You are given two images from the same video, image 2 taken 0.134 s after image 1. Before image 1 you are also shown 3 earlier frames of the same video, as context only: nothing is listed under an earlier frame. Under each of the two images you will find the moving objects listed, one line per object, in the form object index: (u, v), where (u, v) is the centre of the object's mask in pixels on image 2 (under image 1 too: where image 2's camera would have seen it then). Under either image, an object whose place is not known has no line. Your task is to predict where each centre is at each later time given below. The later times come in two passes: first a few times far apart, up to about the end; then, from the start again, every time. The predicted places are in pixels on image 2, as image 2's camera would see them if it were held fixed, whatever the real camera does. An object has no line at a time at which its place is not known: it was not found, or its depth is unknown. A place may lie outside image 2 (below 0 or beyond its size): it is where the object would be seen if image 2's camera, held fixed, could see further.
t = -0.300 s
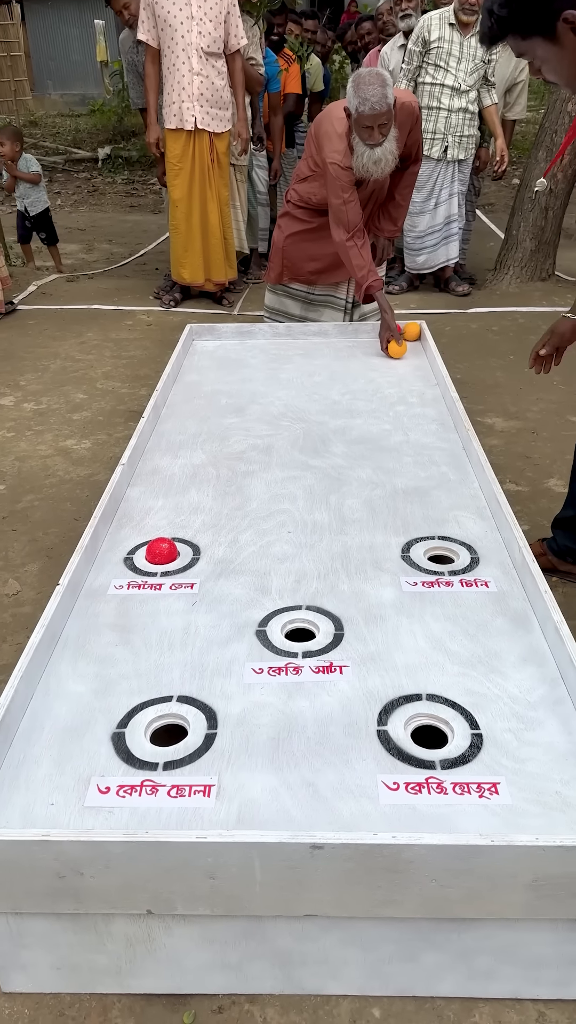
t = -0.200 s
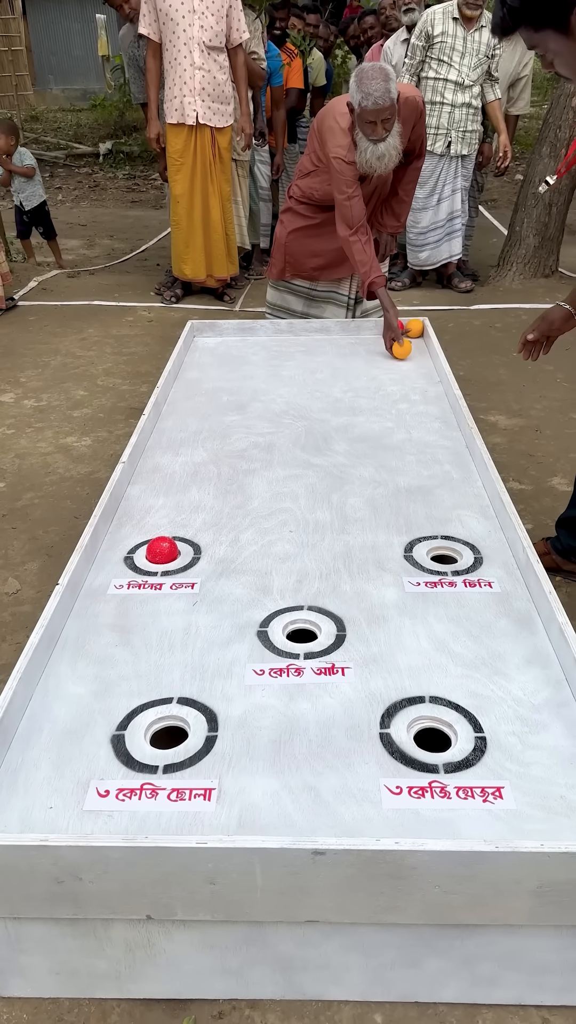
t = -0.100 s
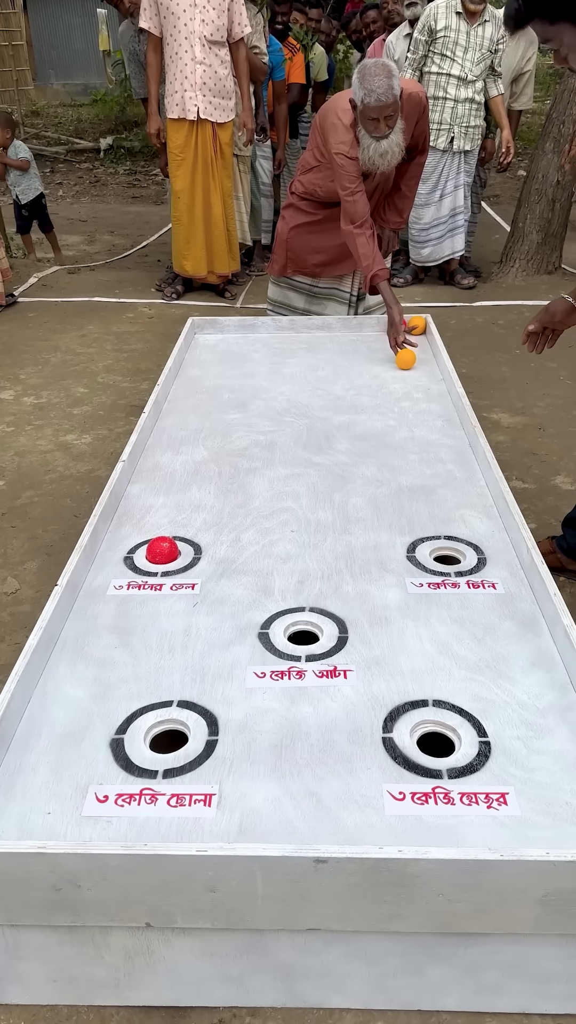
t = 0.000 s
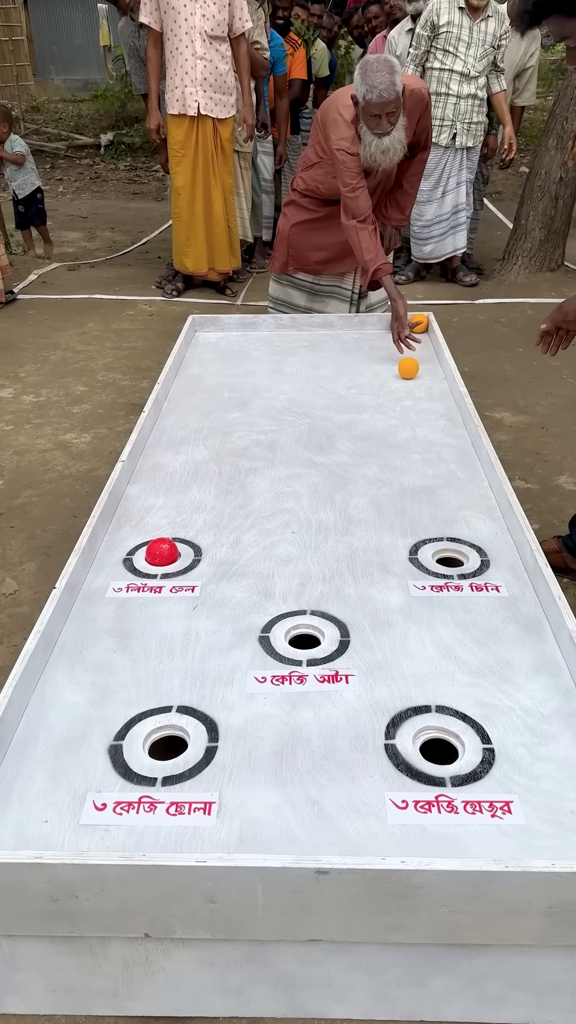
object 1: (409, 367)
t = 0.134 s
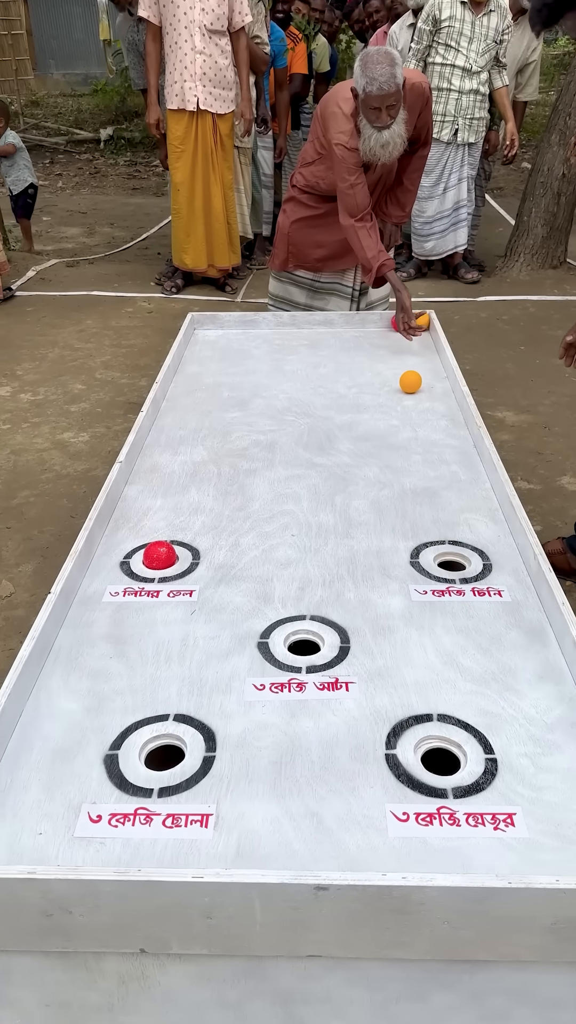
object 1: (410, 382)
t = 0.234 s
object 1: (411, 393)
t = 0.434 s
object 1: (413, 418)
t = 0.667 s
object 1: (419, 447)
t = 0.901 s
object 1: (428, 479)
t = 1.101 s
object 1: (439, 507)
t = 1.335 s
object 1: (456, 542)
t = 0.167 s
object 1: (411, 385)
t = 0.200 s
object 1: (411, 390)
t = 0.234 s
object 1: (411, 393)
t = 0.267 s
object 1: (411, 397)
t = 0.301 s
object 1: (411, 401)
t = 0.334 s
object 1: (412, 405)
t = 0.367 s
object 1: (412, 409)
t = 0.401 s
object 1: (413, 413)
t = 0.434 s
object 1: (413, 418)
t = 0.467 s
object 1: (414, 421)
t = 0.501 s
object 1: (415, 426)
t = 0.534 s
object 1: (415, 430)
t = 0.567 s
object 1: (416, 434)
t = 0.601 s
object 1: (417, 439)
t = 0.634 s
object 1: (418, 443)
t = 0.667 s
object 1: (419, 447)
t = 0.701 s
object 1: (420, 452)
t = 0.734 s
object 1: (421, 456)
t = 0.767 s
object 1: (423, 461)
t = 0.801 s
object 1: (424, 465)
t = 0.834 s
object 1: (426, 470)
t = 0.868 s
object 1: (427, 475)
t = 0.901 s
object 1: (428, 479)
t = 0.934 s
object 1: (430, 484)
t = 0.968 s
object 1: (432, 488)
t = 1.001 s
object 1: (433, 493)
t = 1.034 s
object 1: (435, 498)
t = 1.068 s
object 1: (437, 503)
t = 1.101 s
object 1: (439, 507)
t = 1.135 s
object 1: (441, 512)
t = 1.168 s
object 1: (444, 517)
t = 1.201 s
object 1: (446, 521)
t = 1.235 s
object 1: (448, 526)
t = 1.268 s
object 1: (451, 531)
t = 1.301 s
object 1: (453, 536)
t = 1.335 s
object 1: (456, 542)
